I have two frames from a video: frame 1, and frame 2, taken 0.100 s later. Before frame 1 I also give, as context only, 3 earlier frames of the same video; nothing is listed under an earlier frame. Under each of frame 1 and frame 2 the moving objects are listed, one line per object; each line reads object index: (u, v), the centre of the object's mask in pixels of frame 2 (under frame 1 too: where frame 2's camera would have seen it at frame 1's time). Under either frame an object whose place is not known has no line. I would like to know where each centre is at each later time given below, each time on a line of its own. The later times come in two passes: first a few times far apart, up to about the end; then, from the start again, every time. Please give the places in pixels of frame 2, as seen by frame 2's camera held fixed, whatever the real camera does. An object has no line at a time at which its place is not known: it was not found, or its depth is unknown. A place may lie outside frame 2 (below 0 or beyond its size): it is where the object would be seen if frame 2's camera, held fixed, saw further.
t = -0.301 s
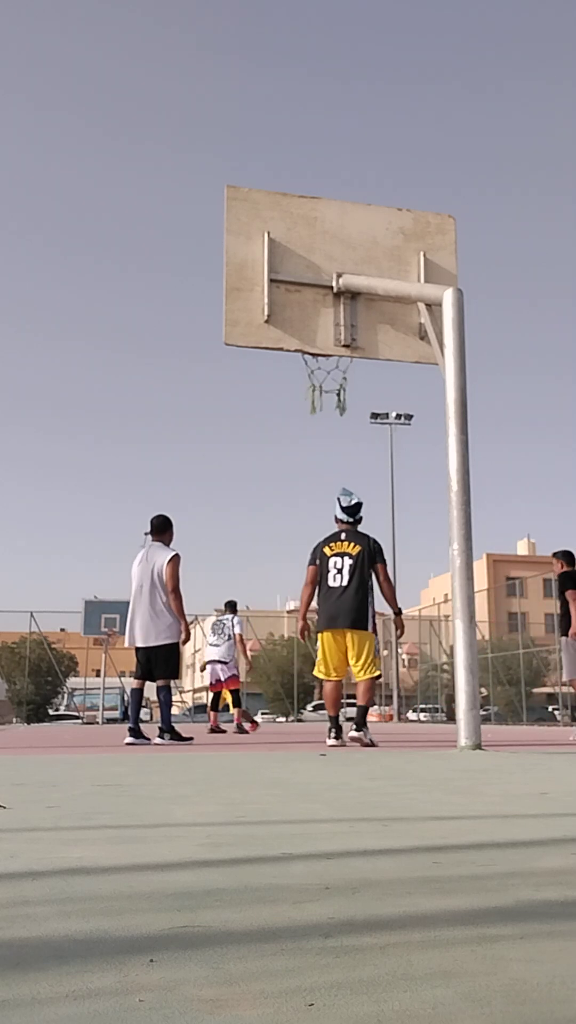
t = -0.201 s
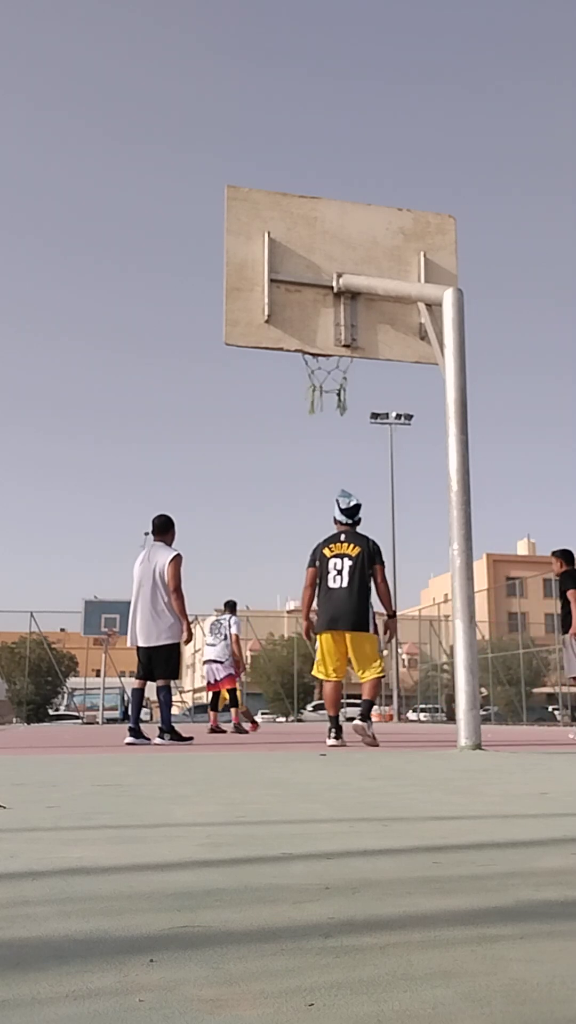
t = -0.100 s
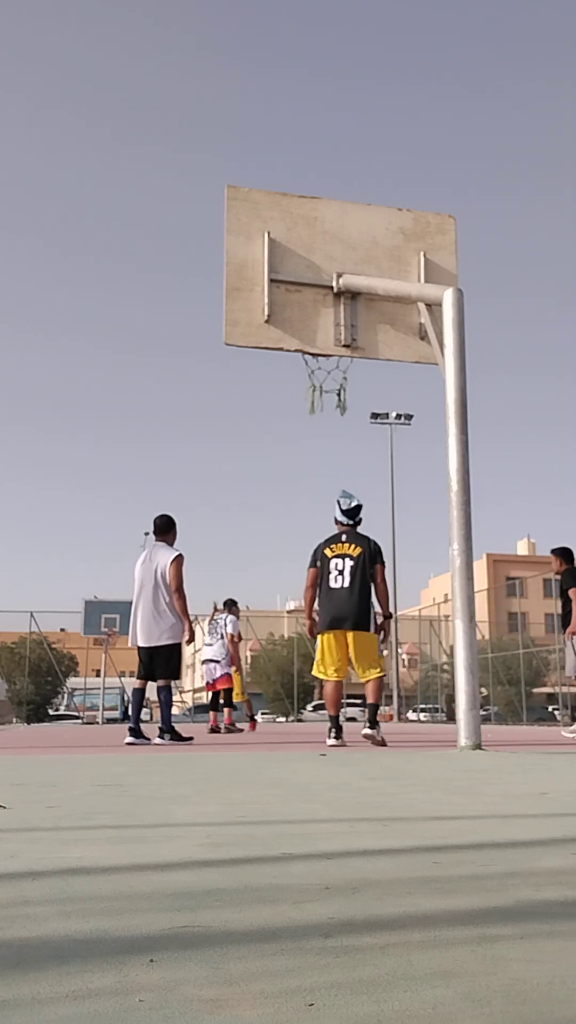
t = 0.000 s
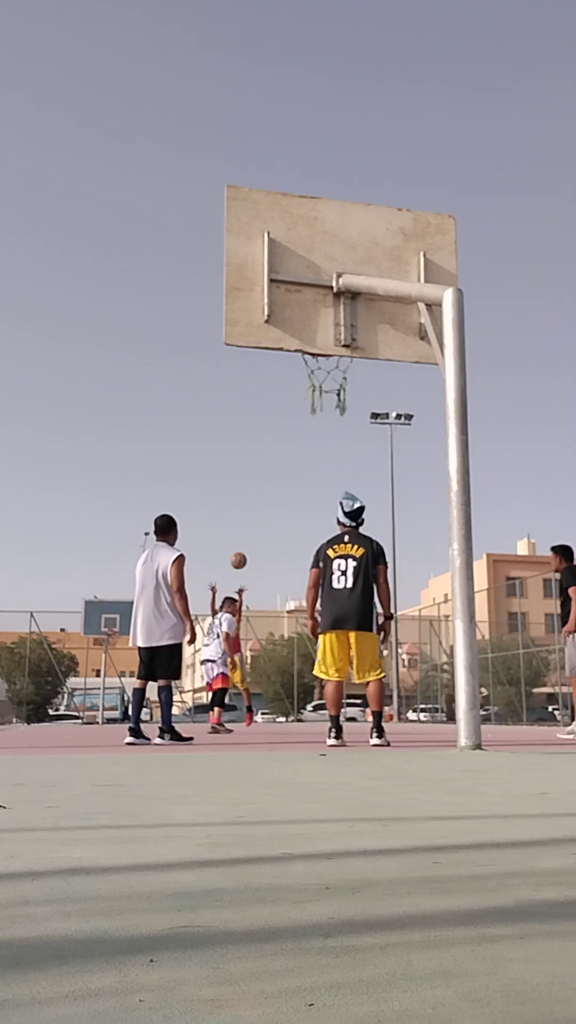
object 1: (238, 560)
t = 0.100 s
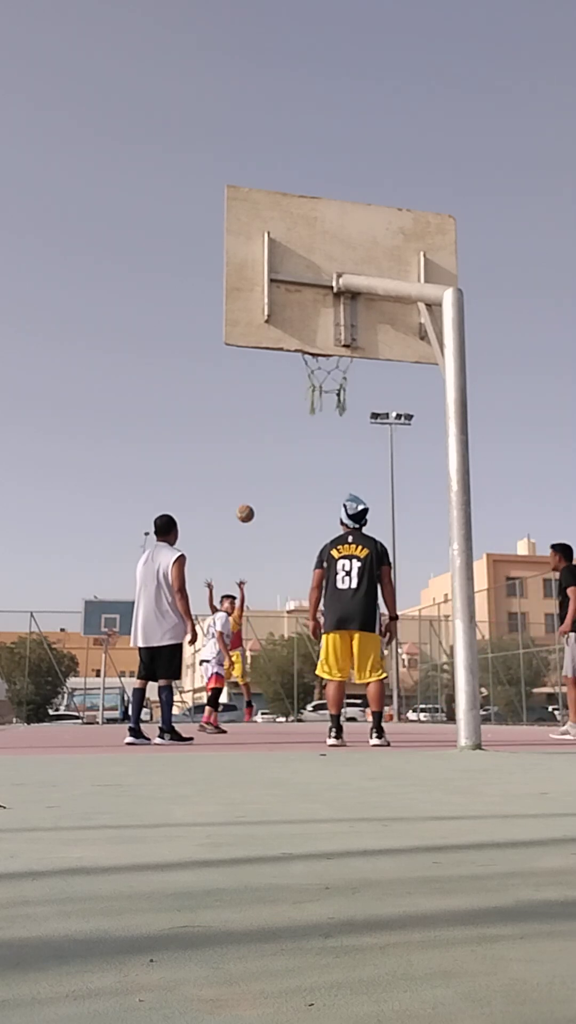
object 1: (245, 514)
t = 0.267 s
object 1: (258, 446)
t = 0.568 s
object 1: (285, 361)
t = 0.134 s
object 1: (247, 499)
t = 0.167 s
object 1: (250, 485)
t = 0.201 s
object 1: (253, 471)
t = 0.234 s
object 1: (255, 459)
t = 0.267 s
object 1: (258, 446)
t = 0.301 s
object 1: (261, 434)
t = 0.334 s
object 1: (263, 423)
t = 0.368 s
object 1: (266, 412)
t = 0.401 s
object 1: (269, 401)
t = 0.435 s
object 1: (272, 392)
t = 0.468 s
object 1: (275, 383)
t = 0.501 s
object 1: (278, 375)
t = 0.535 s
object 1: (282, 367)
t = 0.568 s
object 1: (285, 361)
